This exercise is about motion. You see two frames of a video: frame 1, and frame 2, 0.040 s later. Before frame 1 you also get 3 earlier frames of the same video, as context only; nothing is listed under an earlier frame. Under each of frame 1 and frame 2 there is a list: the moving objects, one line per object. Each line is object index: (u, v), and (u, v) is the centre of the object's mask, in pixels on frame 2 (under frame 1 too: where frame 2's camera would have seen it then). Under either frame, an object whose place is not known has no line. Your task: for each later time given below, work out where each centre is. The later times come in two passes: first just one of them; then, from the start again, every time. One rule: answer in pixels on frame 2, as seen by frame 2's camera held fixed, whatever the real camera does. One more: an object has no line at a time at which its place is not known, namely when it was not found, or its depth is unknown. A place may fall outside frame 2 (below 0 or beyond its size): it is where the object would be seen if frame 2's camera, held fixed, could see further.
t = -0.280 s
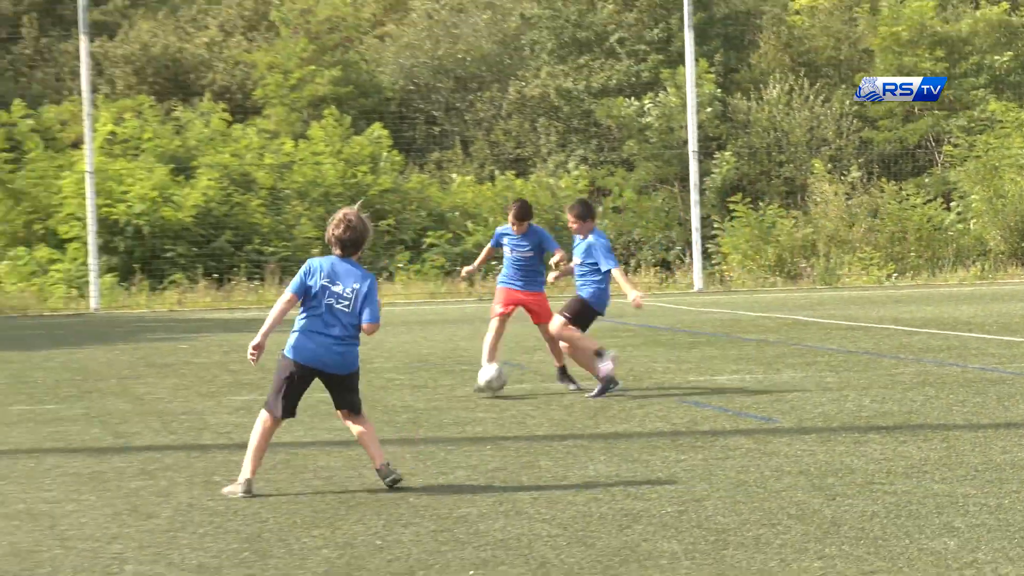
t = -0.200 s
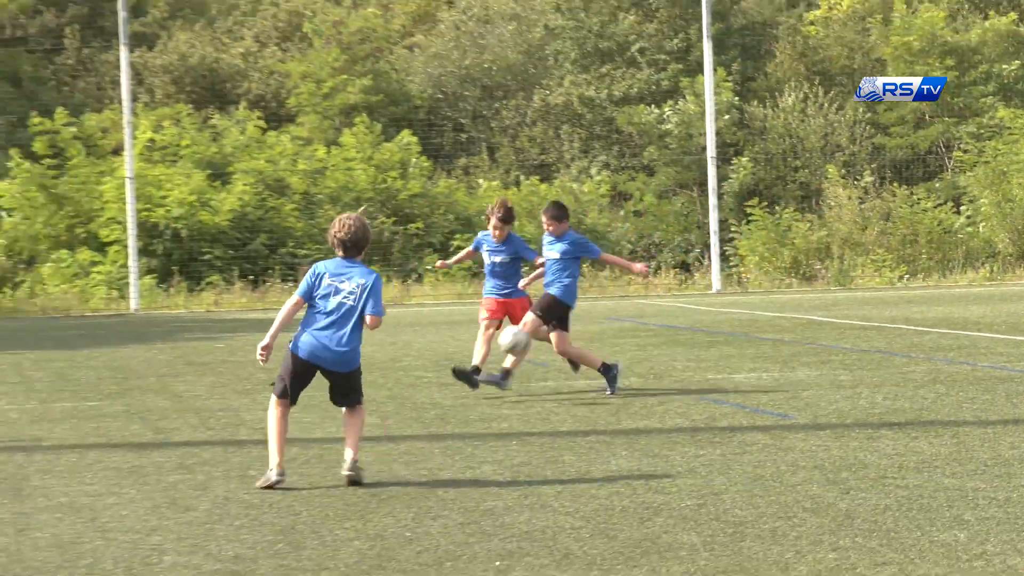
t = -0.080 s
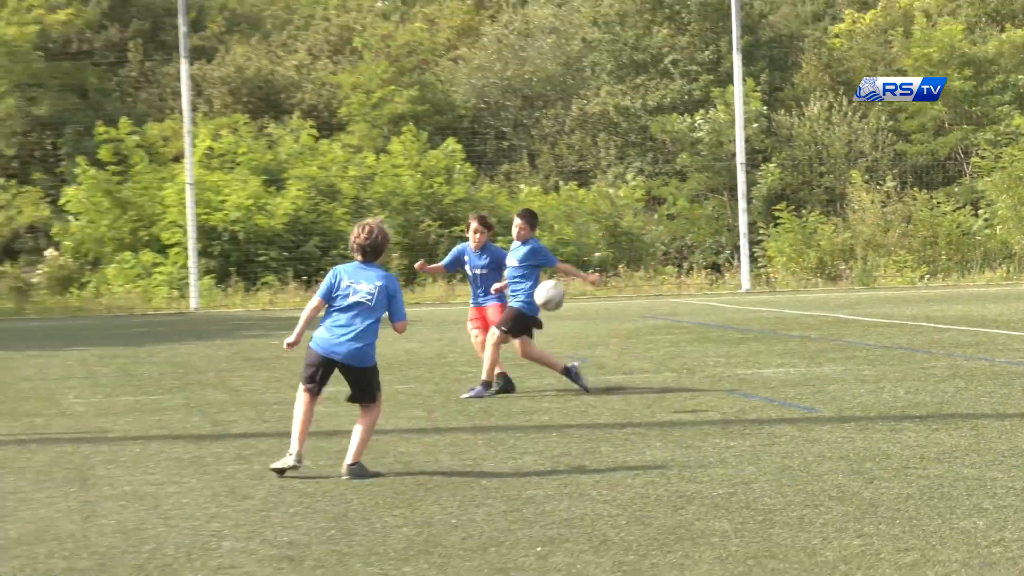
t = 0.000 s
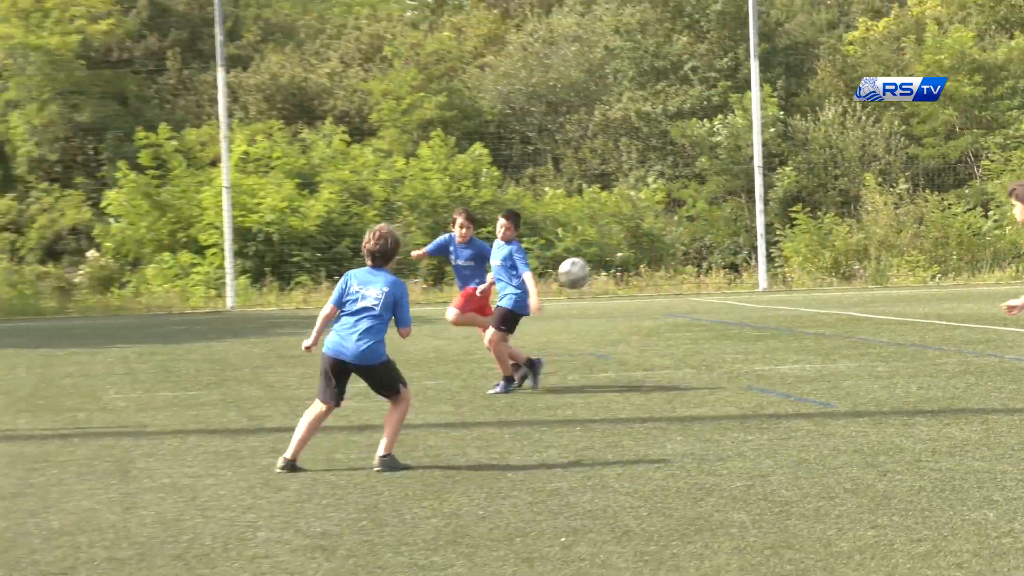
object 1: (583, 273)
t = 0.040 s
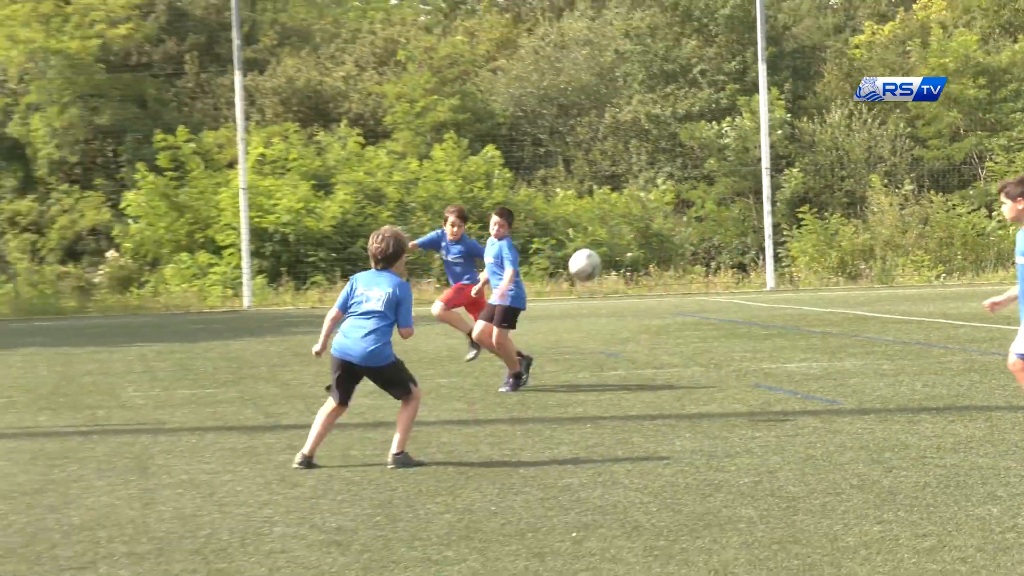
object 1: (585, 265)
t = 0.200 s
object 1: (600, 255)
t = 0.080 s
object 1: (589, 260)
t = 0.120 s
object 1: (593, 255)
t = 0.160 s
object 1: (597, 252)
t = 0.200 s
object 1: (600, 255)
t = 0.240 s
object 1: (604, 257)
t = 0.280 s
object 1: (607, 263)
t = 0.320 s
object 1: (612, 271)
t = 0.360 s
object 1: (617, 284)
